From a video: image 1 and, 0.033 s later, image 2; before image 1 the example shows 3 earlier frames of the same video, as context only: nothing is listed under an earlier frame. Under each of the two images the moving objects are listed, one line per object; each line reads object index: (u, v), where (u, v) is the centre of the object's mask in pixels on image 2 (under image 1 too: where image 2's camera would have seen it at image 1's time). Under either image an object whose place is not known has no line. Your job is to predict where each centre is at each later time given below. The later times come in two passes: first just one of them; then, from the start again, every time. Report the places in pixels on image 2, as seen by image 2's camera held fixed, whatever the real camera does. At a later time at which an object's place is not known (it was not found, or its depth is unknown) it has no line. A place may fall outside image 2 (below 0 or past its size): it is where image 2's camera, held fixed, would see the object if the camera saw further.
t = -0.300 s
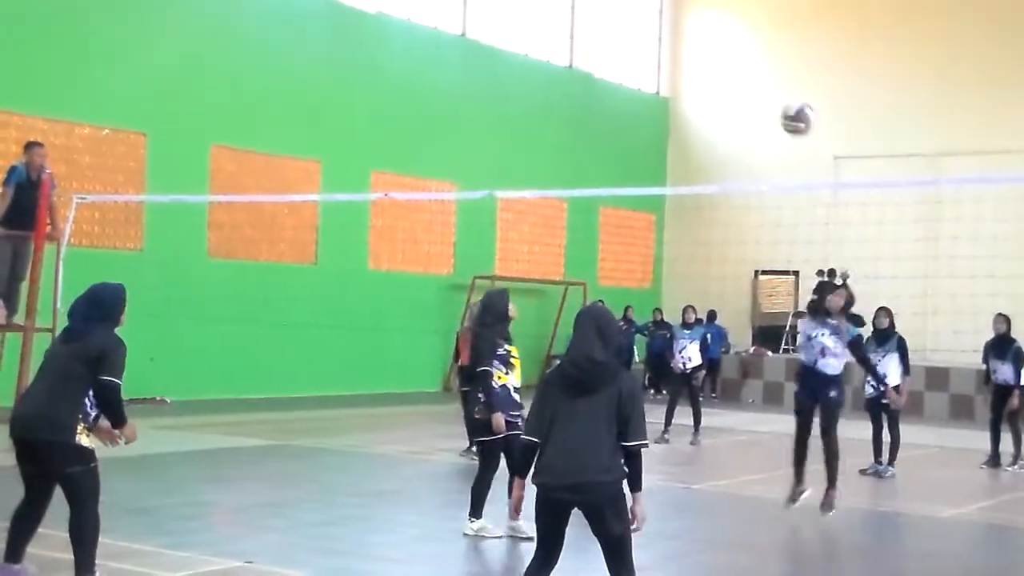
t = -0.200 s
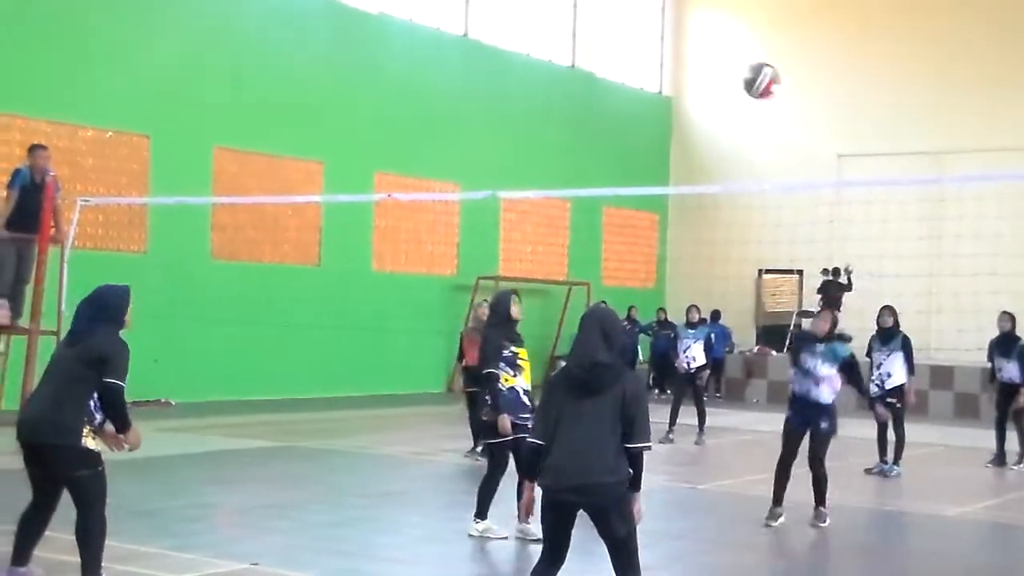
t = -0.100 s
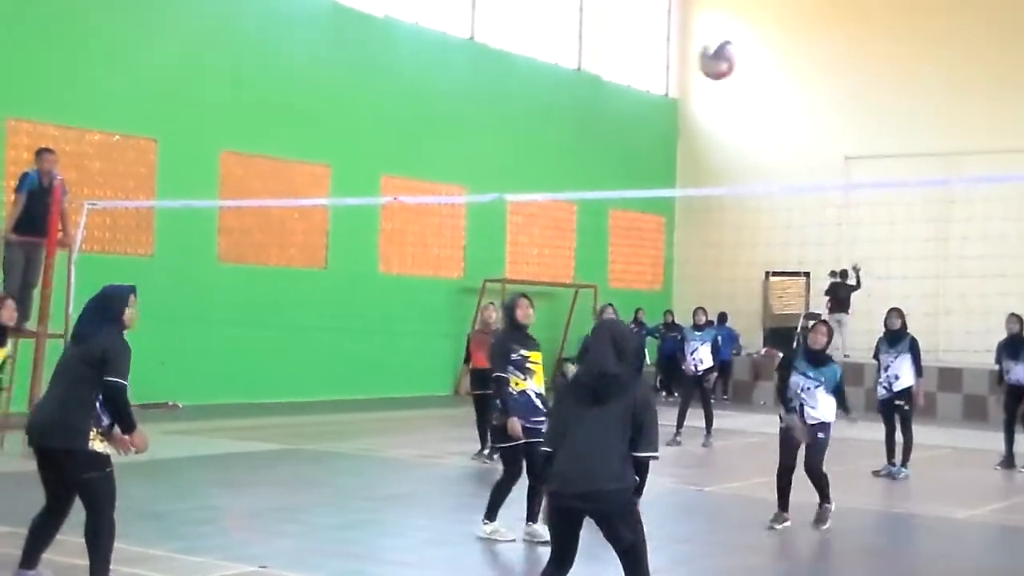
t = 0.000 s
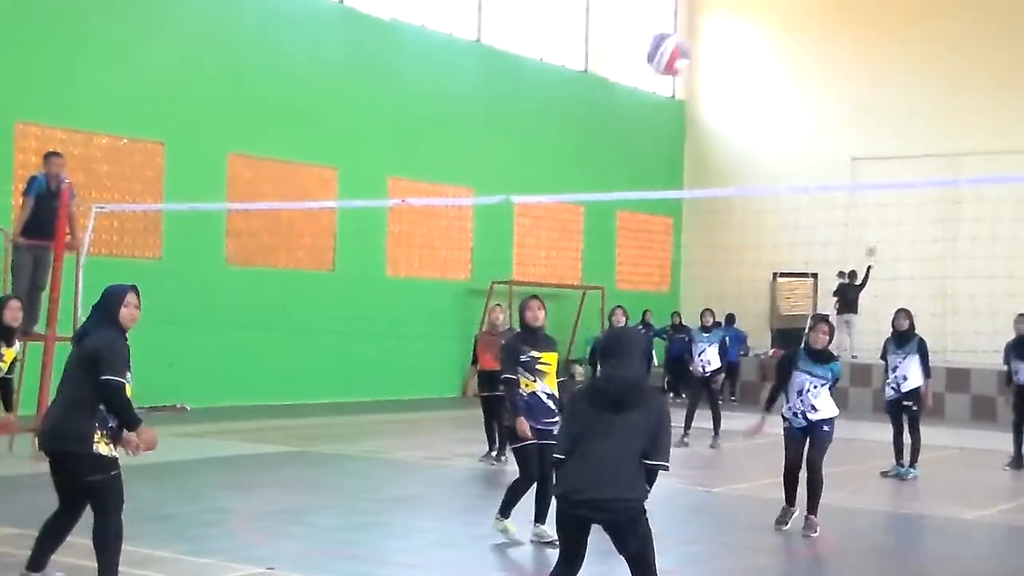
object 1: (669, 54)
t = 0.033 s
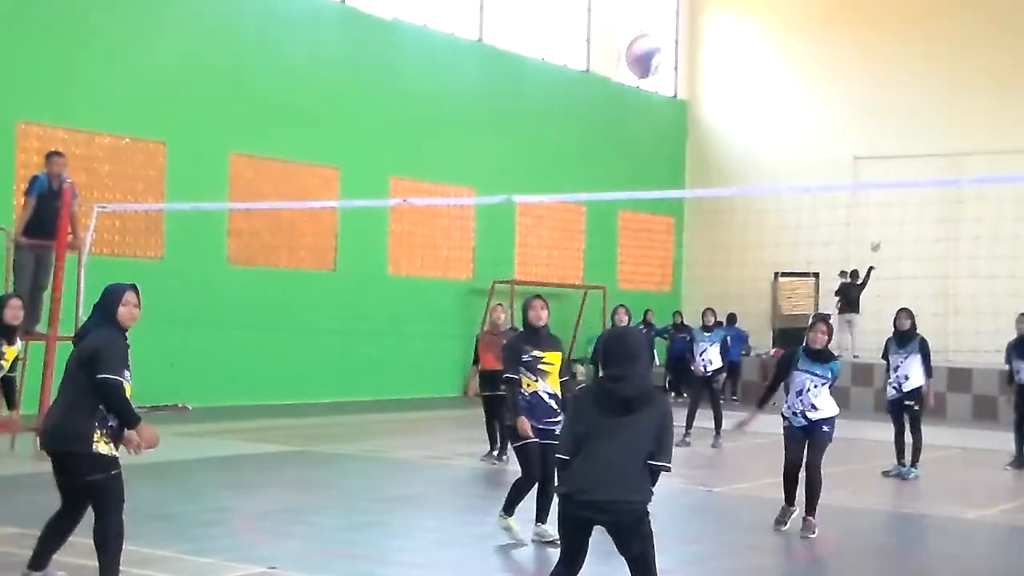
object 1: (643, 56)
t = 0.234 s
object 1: (452, 157)
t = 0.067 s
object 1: (615, 63)
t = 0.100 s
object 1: (590, 74)
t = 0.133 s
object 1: (561, 88)
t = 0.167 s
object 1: (529, 104)
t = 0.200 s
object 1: (493, 127)
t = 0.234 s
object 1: (452, 157)
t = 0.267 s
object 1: (407, 197)
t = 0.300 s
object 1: (353, 246)
